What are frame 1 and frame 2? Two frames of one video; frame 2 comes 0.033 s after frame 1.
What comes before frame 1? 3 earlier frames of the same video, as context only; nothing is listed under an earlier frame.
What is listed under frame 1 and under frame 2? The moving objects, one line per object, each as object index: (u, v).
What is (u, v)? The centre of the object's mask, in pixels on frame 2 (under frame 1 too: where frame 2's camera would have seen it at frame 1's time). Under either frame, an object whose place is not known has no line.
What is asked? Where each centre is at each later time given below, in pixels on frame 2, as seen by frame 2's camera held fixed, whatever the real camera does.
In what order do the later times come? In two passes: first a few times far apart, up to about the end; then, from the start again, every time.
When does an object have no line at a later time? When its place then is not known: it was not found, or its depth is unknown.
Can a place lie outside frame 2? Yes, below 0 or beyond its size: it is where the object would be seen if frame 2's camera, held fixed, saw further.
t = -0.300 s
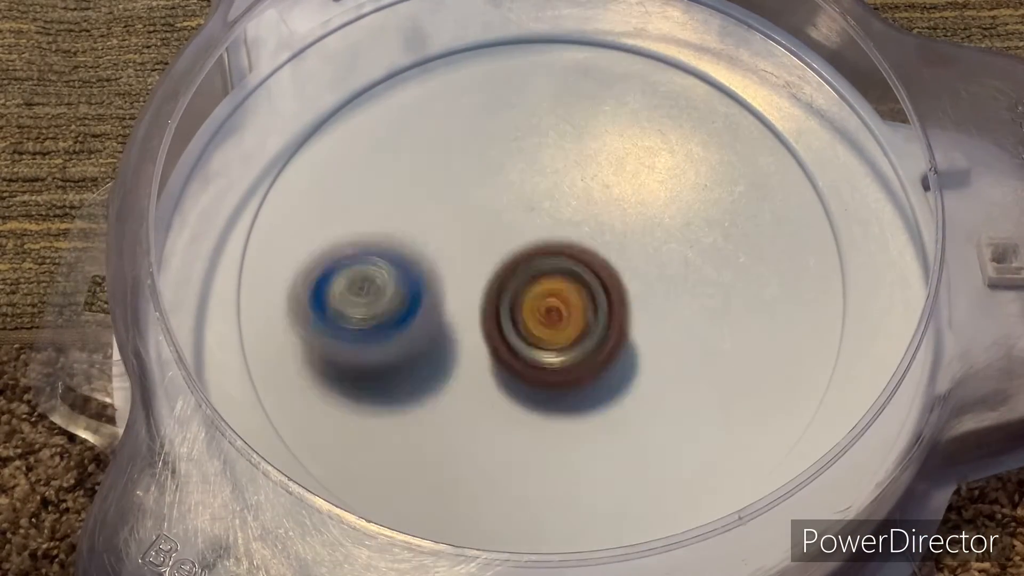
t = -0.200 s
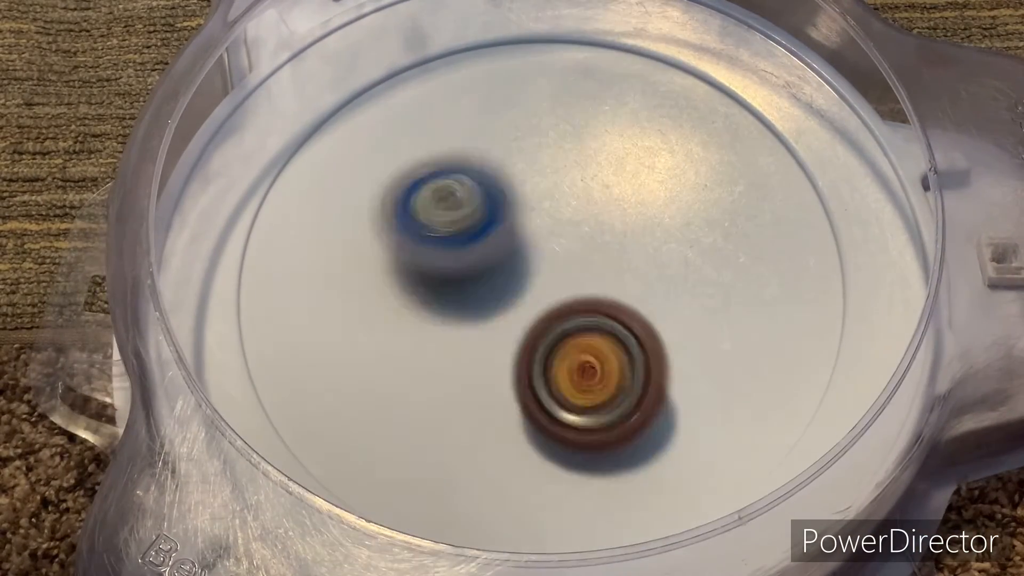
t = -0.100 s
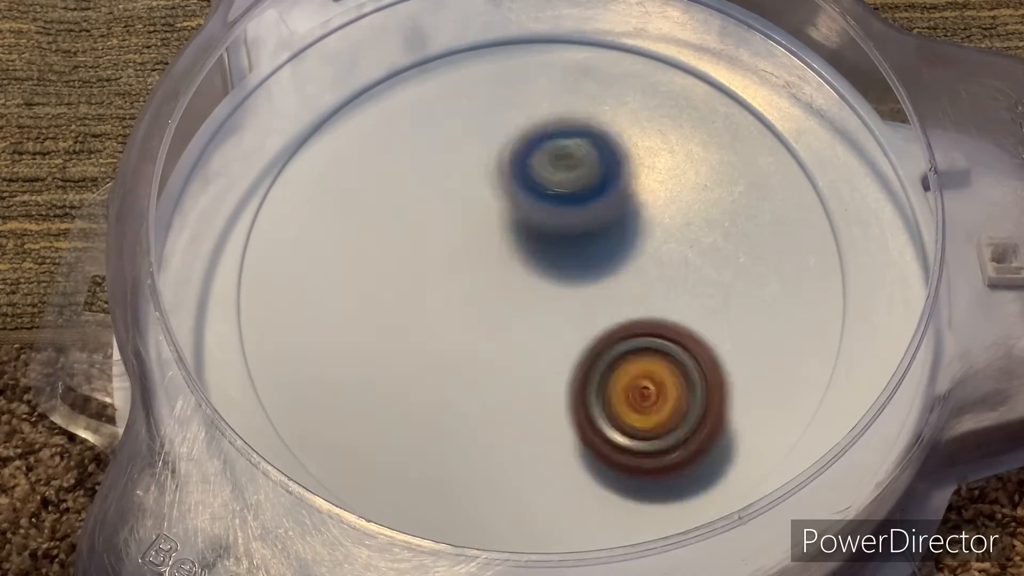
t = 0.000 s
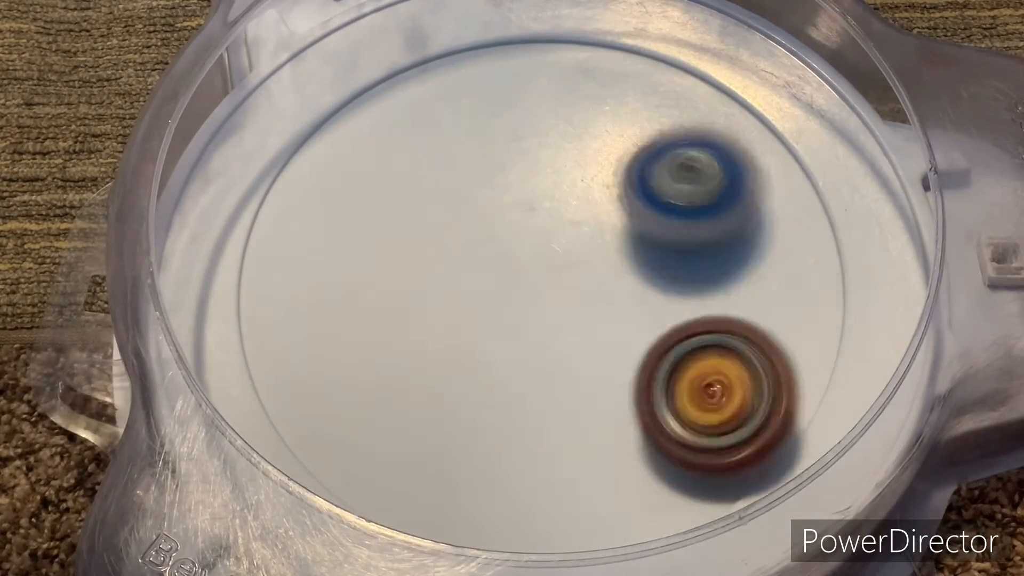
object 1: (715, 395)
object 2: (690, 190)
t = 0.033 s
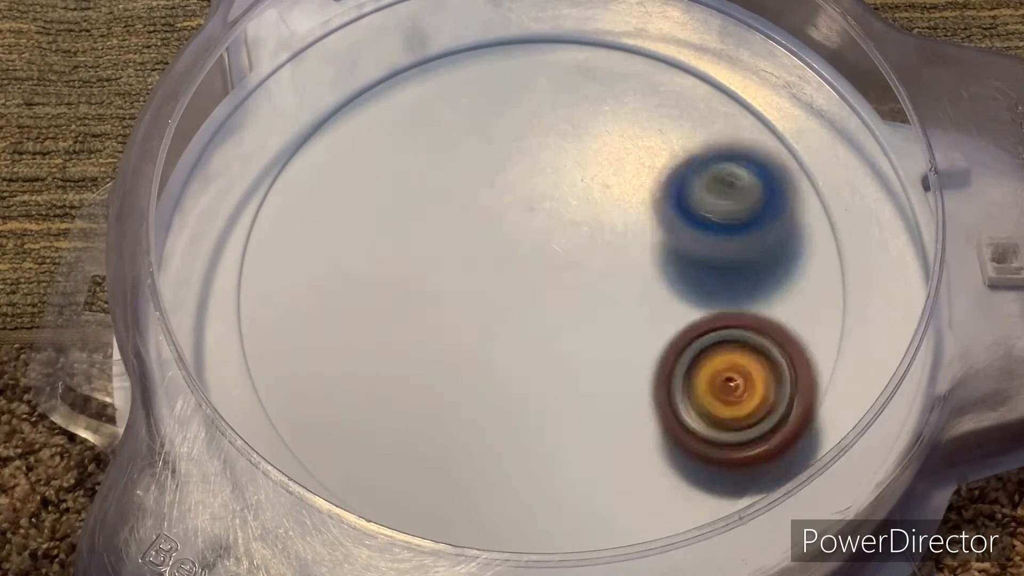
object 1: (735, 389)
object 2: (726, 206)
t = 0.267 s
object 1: (625, 476)
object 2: (794, 245)
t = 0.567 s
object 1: (399, 345)
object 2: (568, 293)
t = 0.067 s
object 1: (752, 382)
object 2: (759, 227)
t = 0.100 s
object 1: (766, 379)
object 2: (791, 248)
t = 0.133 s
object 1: (764, 414)
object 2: (816, 241)
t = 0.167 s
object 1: (741, 439)
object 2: (835, 231)
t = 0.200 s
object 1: (703, 457)
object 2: (833, 229)
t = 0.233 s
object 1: (664, 469)
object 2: (815, 238)
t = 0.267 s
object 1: (625, 476)
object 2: (794, 245)
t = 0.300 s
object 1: (584, 476)
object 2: (771, 256)
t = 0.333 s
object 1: (545, 472)
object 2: (745, 266)
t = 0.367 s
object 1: (509, 460)
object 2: (719, 277)
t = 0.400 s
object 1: (475, 444)
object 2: (691, 287)
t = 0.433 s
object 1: (448, 427)
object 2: (664, 295)
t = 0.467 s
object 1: (425, 405)
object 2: (637, 300)
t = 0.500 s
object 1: (409, 386)
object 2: (613, 301)
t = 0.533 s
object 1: (401, 361)
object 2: (588, 298)
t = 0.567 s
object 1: (399, 345)
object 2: (568, 293)
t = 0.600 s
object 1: (404, 323)
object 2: (548, 282)
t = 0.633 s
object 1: (402, 309)
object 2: (539, 267)
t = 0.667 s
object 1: (326, 327)
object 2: (577, 220)
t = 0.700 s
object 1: (252, 353)
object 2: (610, 177)
